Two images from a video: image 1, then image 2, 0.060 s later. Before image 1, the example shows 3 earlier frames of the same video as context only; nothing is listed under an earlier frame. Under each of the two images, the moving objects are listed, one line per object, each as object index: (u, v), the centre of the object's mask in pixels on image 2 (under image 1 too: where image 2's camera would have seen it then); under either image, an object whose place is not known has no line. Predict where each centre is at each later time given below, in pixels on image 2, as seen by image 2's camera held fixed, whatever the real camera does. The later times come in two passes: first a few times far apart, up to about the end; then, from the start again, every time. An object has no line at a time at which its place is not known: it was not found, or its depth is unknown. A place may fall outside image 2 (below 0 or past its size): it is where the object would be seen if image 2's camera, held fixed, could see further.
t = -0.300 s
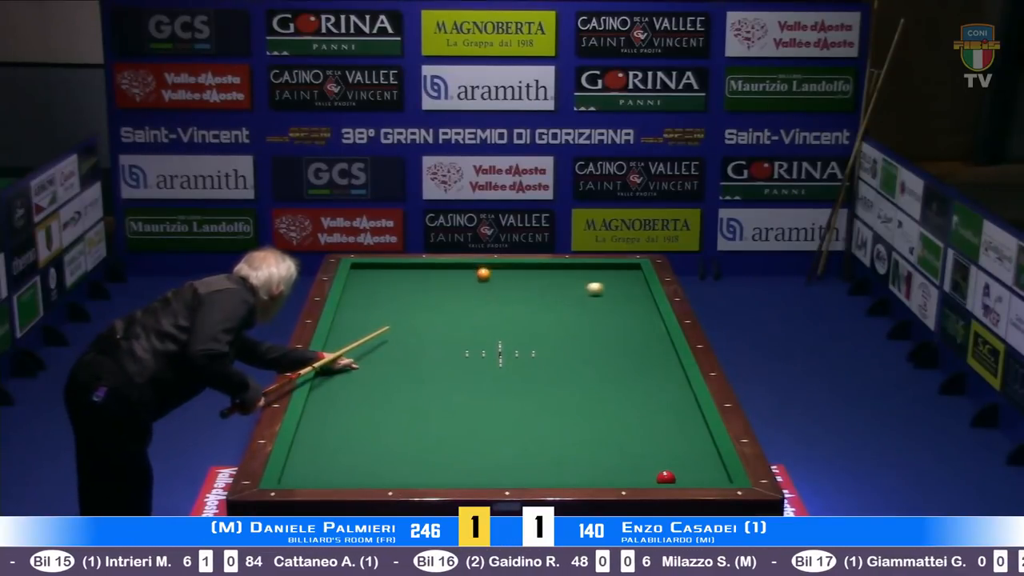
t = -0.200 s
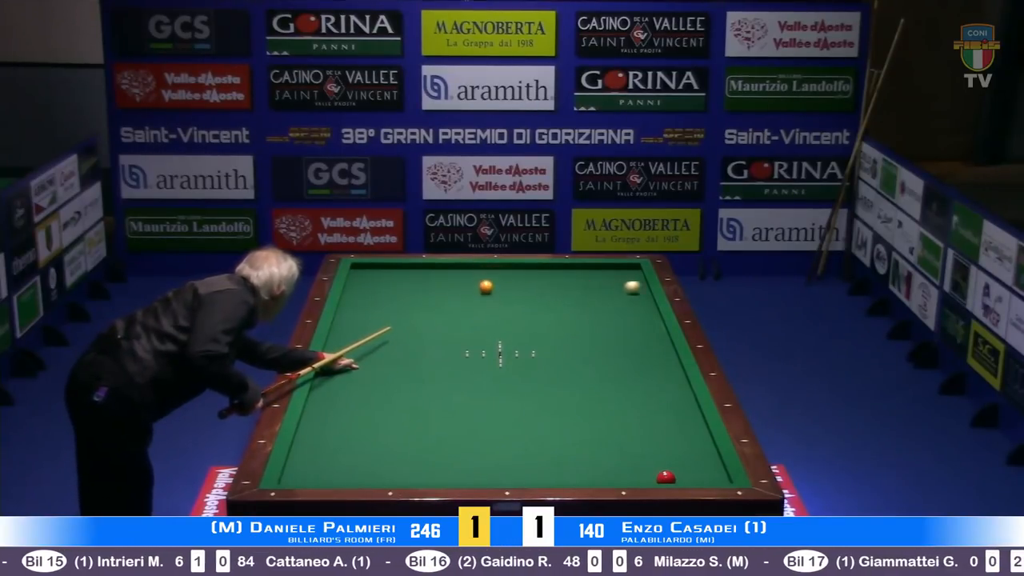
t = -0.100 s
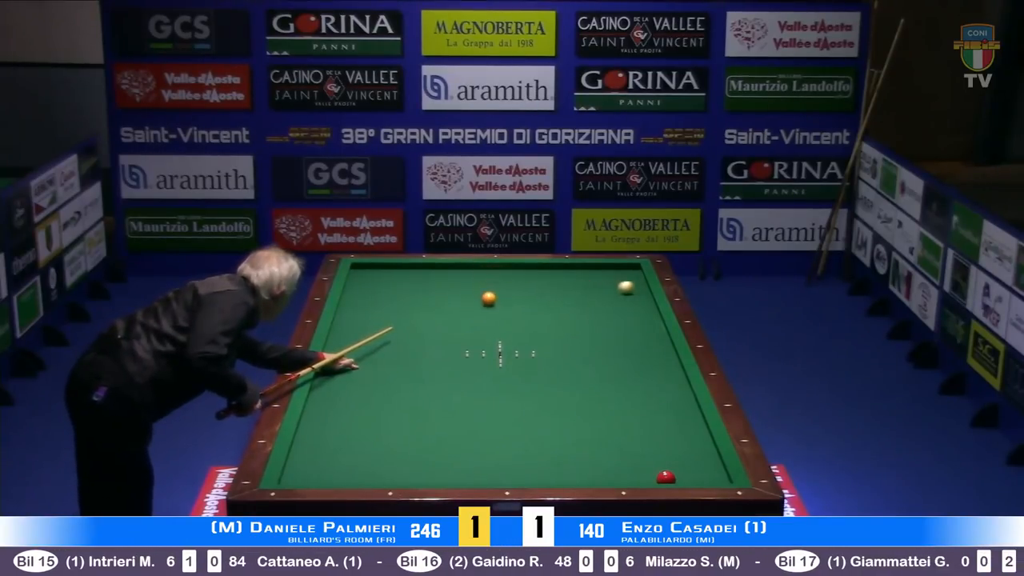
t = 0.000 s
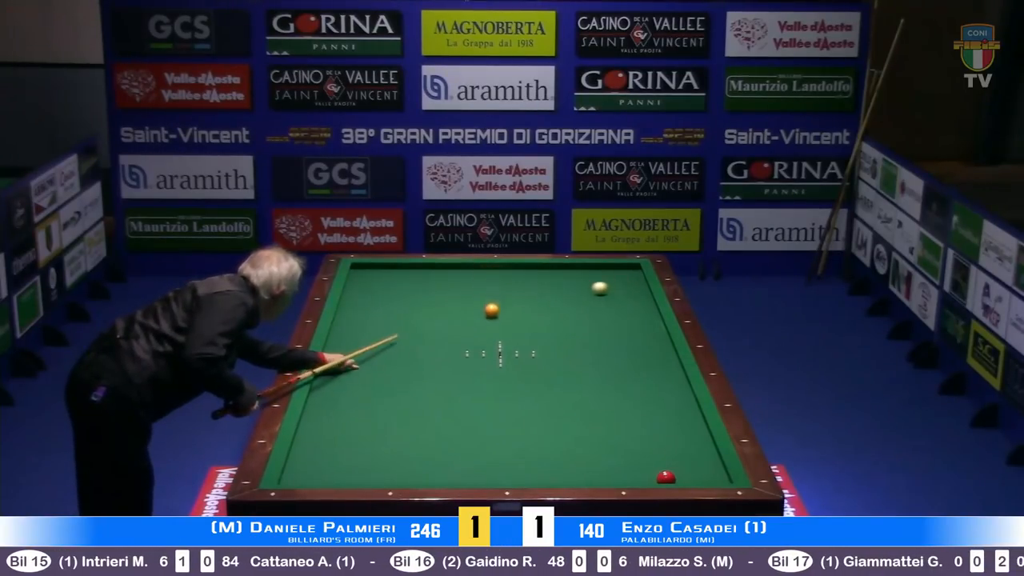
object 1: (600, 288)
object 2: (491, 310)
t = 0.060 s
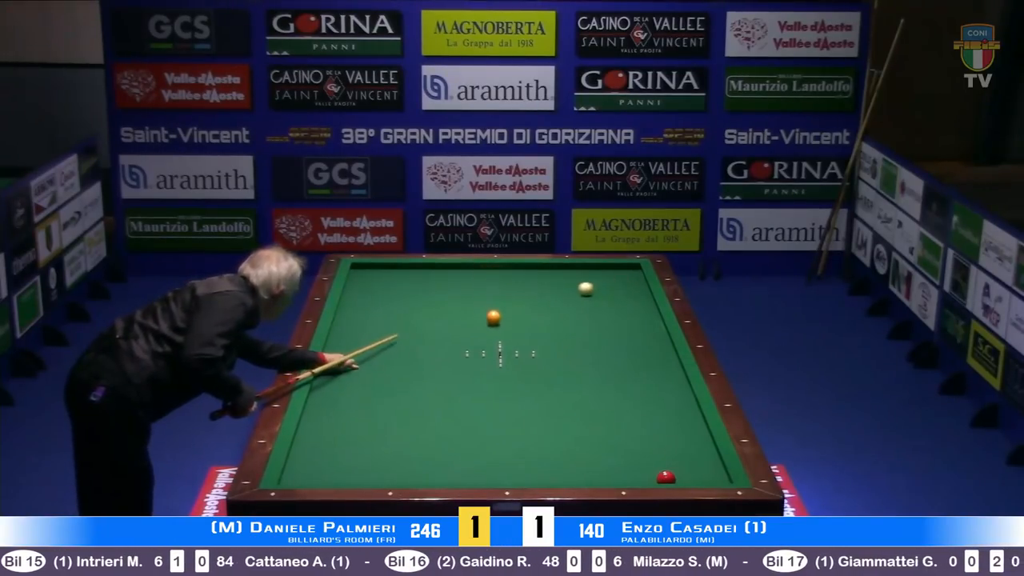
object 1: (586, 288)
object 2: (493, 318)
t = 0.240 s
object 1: (551, 290)
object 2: (499, 340)
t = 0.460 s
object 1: (511, 291)
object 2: (507, 370)
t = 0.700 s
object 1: (467, 293)
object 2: (517, 406)
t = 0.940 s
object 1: (423, 295)
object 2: (528, 449)
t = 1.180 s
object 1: (380, 297)
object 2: (539, 472)
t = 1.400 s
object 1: (349, 298)
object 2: (542, 442)
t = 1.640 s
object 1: (376, 298)
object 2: (546, 418)
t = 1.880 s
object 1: (399, 297)
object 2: (549, 396)
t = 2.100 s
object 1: (419, 297)
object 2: (552, 378)
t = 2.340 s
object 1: (441, 296)
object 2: (555, 360)
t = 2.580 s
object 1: (462, 296)
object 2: (558, 343)
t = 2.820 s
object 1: (482, 296)
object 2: (560, 328)
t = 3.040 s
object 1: (501, 295)
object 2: (562, 315)
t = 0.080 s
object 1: (581, 288)
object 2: (494, 320)
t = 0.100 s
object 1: (577, 289)
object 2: (494, 323)
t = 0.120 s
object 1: (573, 289)
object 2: (495, 325)
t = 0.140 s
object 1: (569, 289)
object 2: (495, 328)
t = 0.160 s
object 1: (566, 289)
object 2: (496, 330)
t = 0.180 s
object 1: (562, 289)
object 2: (497, 332)
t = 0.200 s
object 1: (558, 289)
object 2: (498, 335)
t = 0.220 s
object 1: (554, 290)
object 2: (498, 337)
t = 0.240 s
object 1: (551, 290)
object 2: (499, 340)
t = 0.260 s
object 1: (547, 290)
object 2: (499, 342)
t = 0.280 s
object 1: (543, 290)
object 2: (500, 345)
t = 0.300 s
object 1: (540, 290)
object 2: (501, 347)
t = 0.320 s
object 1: (536, 290)
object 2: (501, 350)
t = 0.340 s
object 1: (533, 290)
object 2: (502, 352)
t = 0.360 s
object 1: (529, 290)
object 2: (503, 355)
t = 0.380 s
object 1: (525, 290)
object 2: (504, 357)
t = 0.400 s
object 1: (522, 291)
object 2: (504, 361)
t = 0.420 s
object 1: (518, 291)
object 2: (505, 364)
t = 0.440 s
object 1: (514, 291)
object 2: (506, 367)
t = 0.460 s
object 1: (511, 291)
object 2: (507, 370)
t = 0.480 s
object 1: (507, 291)
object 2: (508, 372)
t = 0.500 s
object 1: (503, 291)
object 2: (508, 375)
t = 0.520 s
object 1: (500, 292)
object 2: (509, 378)
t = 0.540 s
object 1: (496, 292)
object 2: (510, 381)
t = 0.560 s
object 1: (492, 292)
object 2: (511, 384)
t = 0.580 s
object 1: (489, 292)
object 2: (512, 387)
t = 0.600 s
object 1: (485, 292)
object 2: (512, 391)
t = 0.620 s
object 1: (481, 292)
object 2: (513, 394)
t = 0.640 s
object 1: (478, 292)
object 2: (514, 397)
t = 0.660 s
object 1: (474, 293)
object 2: (515, 400)
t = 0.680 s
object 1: (470, 293)
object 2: (516, 403)
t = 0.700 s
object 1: (467, 293)
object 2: (517, 406)
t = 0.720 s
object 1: (463, 293)
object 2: (518, 410)
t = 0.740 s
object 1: (459, 293)
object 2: (519, 413)
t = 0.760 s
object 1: (456, 293)
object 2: (520, 416)
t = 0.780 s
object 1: (452, 293)
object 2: (521, 420)
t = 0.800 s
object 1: (449, 293)
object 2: (521, 423)
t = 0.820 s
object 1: (445, 294)
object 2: (522, 427)
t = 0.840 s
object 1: (441, 294)
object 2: (523, 431)
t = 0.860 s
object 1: (438, 294)
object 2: (524, 434)
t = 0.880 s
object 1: (434, 294)
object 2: (525, 438)
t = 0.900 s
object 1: (430, 294)
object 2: (526, 442)
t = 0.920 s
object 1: (427, 294)
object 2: (527, 446)
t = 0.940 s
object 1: (423, 295)
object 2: (528, 449)
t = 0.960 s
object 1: (419, 295)
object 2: (529, 453)
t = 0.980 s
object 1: (416, 295)
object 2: (530, 457)
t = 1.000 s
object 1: (412, 295)
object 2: (532, 462)
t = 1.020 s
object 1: (409, 295)
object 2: (533, 465)
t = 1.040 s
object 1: (405, 295)
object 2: (534, 470)
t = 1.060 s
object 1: (401, 296)
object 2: (535, 473)
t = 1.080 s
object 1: (398, 296)
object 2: (536, 476)
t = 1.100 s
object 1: (394, 296)
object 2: (537, 478)
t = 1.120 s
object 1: (390, 296)
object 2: (538, 478)
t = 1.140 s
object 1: (387, 296)
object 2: (538, 476)
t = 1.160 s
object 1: (383, 296)
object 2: (538, 474)
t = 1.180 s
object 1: (380, 297)
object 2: (539, 472)
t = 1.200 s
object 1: (376, 297)
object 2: (539, 469)
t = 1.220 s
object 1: (372, 297)
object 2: (539, 465)
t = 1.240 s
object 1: (369, 297)
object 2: (540, 463)
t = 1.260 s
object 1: (365, 297)
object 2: (540, 460)
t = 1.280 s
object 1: (362, 297)
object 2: (540, 457)
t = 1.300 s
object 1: (358, 297)
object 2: (540, 454)
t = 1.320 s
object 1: (354, 297)
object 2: (540, 452)
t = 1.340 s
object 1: (351, 298)
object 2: (541, 449)
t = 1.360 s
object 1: (348, 298)
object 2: (541, 447)
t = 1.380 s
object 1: (347, 298)
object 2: (541, 445)
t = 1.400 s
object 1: (349, 298)
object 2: (542, 442)
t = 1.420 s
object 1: (352, 298)
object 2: (542, 440)
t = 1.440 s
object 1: (355, 298)
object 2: (543, 438)
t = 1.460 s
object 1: (357, 298)
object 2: (543, 436)
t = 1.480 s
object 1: (360, 298)
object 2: (543, 434)
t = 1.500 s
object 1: (362, 298)
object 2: (544, 432)
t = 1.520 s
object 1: (364, 298)
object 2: (544, 430)
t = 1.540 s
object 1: (366, 298)
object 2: (544, 428)
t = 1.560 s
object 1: (368, 298)
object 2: (545, 426)
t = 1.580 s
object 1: (370, 298)
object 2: (545, 424)
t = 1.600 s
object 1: (372, 298)
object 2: (545, 422)
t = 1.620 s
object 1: (374, 297)
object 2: (545, 420)
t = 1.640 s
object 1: (376, 298)
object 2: (546, 418)
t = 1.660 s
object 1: (378, 297)
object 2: (546, 416)
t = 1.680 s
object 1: (380, 297)
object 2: (547, 414)
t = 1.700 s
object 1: (381, 297)
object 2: (547, 413)
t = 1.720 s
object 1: (384, 297)
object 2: (547, 411)
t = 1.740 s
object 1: (385, 297)
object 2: (547, 409)
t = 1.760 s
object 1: (387, 297)
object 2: (547, 407)
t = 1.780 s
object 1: (389, 297)
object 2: (548, 405)
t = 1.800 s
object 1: (391, 297)
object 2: (548, 403)
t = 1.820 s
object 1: (393, 297)
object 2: (548, 402)
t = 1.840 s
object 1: (395, 297)
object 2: (549, 400)
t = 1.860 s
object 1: (397, 297)
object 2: (549, 398)
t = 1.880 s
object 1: (399, 297)
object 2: (549, 396)
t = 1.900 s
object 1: (401, 297)
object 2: (549, 395)
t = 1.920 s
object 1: (403, 297)
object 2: (550, 393)
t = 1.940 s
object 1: (404, 297)
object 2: (550, 391)
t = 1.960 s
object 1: (406, 297)
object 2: (550, 390)
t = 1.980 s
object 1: (408, 297)
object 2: (551, 388)
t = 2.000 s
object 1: (410, 297)
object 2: (551, 386)
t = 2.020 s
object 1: (412, 297)
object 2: (551, 385)
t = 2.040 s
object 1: (414, 297)
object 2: (551, 383)
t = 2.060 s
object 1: (416, 297)
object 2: (552, 381)
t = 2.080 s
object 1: (417, 297)
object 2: (552, 380)
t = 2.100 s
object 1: (419, 297)
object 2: (552, 378)
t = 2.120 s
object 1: (421, 297)
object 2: (552, 377)
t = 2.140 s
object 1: (423, 297)
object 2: (553, 375)
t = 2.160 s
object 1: (425, 297)
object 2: (553, 373)
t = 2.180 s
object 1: (426, 297)
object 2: (553, 372)
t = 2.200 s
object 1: (428, 297)
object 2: (553, 370)
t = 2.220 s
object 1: (430, 297)
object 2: (554, 369)
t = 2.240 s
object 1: (432, 297)
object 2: (554, 367)
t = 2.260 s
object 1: (434, 297)
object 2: (554, 366)
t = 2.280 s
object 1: (436, 297)
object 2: (555, 364)
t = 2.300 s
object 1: (437, 297)
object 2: (554, 363)
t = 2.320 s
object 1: (439, 297)
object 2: (555, 361)
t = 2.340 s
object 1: (441, 296)
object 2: (555, 360)
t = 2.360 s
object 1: (443, 296)
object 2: (555, 359)
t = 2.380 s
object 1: (444, 296)
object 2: (556, 357)
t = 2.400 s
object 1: (446, 296)
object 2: (556, 356)
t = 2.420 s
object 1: (448, 297)
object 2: (556, 354)
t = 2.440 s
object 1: (450, 296)
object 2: (556, 353)
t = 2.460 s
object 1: (451, 296)
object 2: (556, 352)
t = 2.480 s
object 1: (453, 296)
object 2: (557, 350)
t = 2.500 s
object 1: (455, 296)
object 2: (557, 349)
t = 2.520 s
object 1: (457, 296)
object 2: (557, 347)
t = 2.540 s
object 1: (458, 296)
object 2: (557, 346)
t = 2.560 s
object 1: (460, 296)
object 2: (558, 345)
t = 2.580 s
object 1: (462, 296)
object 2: (558, 343)
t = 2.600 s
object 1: (464, 296)
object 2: (558, 342)
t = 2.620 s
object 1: (465, 296)
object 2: (558, 341)
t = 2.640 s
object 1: (467, 296)
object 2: (558, 340)
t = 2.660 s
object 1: (469, 296)
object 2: (559, 338)
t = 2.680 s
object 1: (470, 296)
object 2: (559, 337)
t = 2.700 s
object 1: (472, 296)
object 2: (559, 336)
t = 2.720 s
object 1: (474, 296)
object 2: (559, 334)
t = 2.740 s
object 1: (475, 296)
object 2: (559, 333)
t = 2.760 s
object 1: (477, 296)
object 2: (560, 332)
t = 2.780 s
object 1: (479, 296)
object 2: (560, 331)
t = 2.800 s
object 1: (481, 296)
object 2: (560, 330)
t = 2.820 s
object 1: (482, 296)
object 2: (560, 328)
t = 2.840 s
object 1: (484, 296)
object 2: (561, 327)
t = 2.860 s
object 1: (486, 295)
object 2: (561, 326)
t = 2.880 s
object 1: (487, 295)
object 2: (561, 325)
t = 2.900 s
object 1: (489, 296)
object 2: (561, 323)
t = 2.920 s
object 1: (491, 295)
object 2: (561, 322)
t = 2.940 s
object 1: (492, 295)
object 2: (562, 321)
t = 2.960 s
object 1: (494, 295)
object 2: (562, 319)
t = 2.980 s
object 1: (496, 295)
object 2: (562, 318)
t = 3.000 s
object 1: (497, 295)
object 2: (562, 317)
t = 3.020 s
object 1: (499, 295)
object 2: (562, 316)
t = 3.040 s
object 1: (501, 295)
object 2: (562, 315)
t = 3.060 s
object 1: (502, 295)
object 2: (563, 314)
